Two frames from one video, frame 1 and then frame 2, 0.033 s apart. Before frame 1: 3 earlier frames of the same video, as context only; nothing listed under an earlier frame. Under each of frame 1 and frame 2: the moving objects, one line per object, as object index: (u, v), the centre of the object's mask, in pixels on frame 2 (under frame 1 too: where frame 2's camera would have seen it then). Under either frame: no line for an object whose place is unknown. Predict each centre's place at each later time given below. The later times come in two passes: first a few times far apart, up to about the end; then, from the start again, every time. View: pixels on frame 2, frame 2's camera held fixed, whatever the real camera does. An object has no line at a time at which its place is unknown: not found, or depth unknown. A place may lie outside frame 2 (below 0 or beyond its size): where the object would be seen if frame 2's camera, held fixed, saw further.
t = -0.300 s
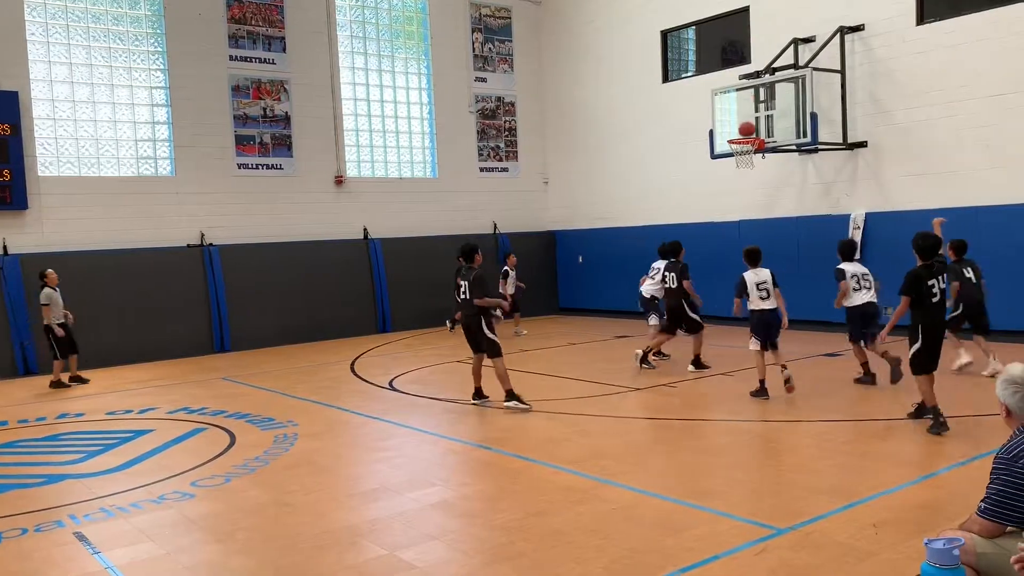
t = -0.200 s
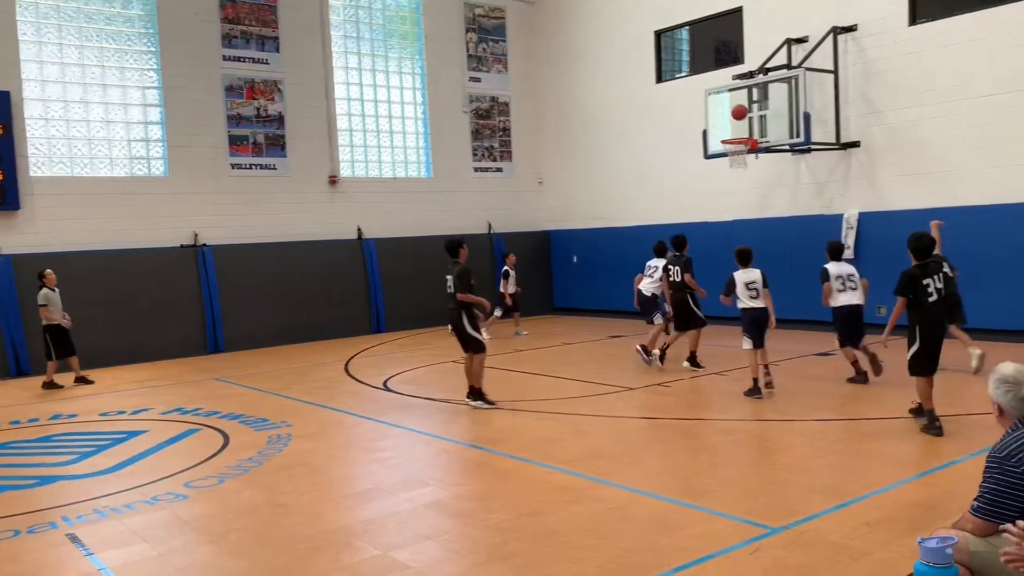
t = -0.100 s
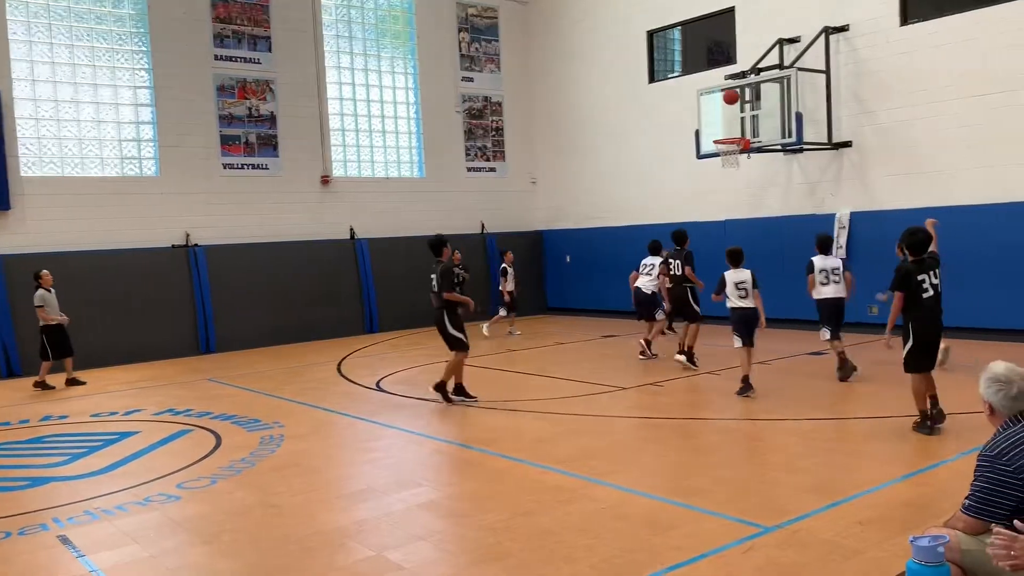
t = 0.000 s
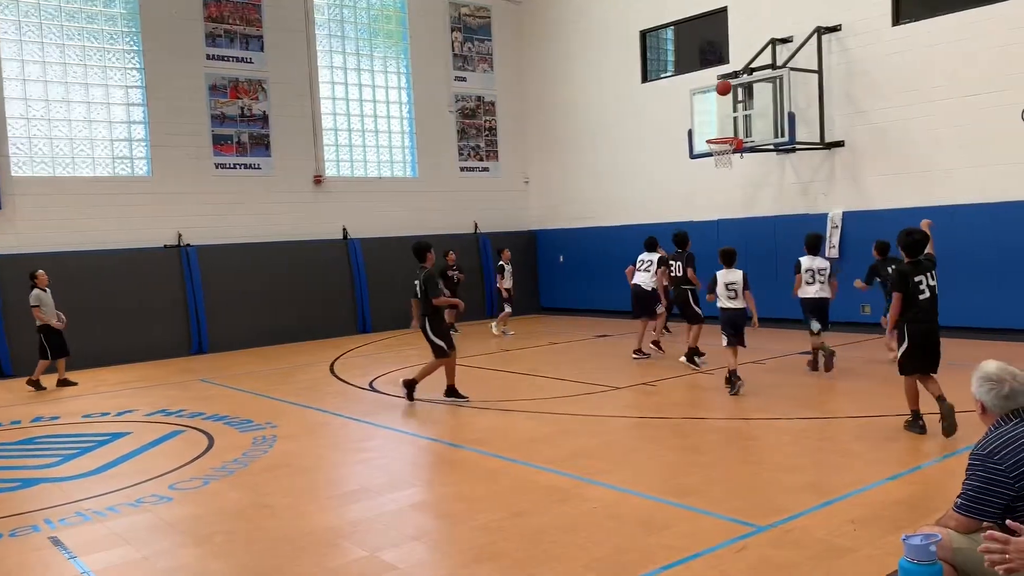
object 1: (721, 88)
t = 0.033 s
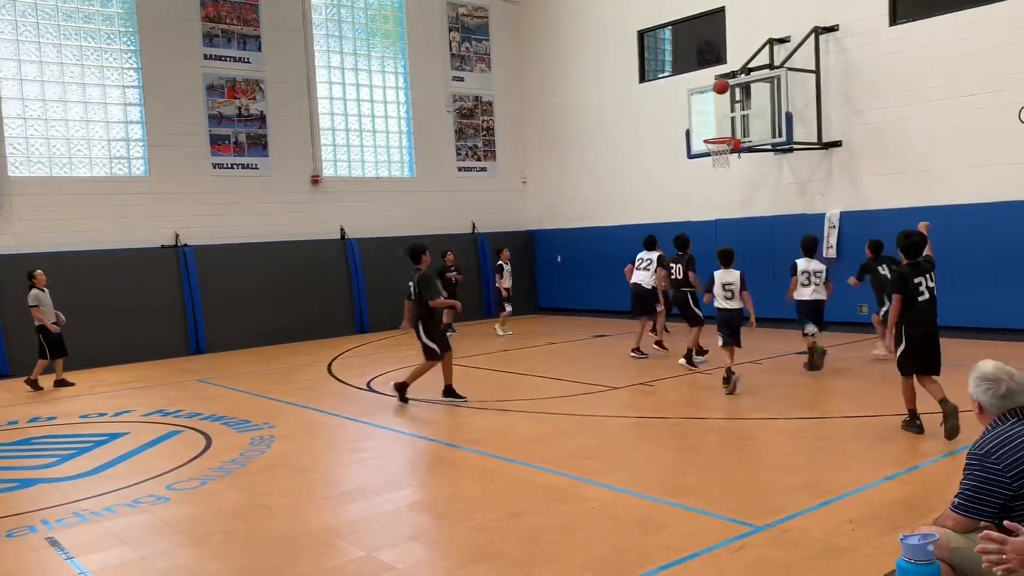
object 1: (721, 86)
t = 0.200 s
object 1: (721, 89)
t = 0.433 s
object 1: (711, 110)
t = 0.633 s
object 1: (696, 128)
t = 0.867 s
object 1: (666, 128)
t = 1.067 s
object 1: (644, 154)
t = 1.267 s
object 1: (623, 202)
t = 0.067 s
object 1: (721, 86)
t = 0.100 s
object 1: (721, 86)
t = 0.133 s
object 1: (721, 86)
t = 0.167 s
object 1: (721, 87)
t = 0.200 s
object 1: (721, 89)
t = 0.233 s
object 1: (720, 90)
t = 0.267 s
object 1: (719, 92)
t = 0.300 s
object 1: (717, 94)
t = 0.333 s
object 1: (716, 97)
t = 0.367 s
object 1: (714, 101)
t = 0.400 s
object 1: (712, 105)
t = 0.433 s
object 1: (711, 110)
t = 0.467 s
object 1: (710, 115)
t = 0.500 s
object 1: (708, 122)
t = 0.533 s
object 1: (707, 129)
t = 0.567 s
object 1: (705, 134)
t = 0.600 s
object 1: (700, 131)
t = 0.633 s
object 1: (696, 128)
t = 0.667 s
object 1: (691, 126)
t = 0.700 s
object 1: (687, 125)
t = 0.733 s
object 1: (683, 124)
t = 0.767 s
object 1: (679, 124)
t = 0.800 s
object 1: (674, 125)
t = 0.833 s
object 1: (670, 126)
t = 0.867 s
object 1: (666, 128)
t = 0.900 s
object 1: (663, 131)
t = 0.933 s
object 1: (658, 134)
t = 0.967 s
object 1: (655, 138)
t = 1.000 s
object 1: (651, 143)
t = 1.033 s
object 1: (647, 148)
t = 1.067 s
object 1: (644, 154)
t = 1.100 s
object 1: (640, 161)
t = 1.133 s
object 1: (636, 168)
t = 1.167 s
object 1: (633, 176)
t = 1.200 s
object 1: (629, 184)
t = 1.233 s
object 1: (626, 193)
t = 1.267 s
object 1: (623, 202)
